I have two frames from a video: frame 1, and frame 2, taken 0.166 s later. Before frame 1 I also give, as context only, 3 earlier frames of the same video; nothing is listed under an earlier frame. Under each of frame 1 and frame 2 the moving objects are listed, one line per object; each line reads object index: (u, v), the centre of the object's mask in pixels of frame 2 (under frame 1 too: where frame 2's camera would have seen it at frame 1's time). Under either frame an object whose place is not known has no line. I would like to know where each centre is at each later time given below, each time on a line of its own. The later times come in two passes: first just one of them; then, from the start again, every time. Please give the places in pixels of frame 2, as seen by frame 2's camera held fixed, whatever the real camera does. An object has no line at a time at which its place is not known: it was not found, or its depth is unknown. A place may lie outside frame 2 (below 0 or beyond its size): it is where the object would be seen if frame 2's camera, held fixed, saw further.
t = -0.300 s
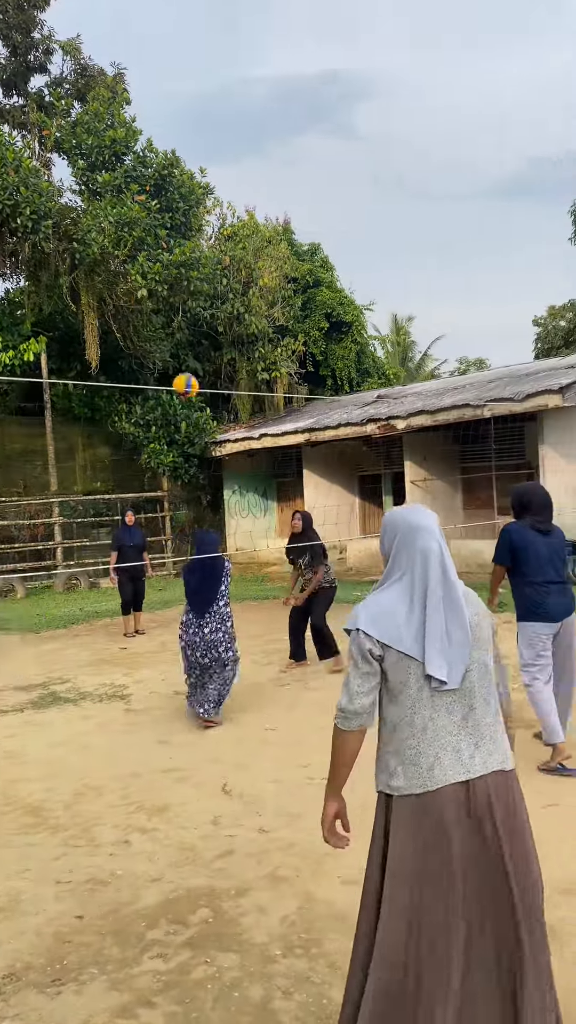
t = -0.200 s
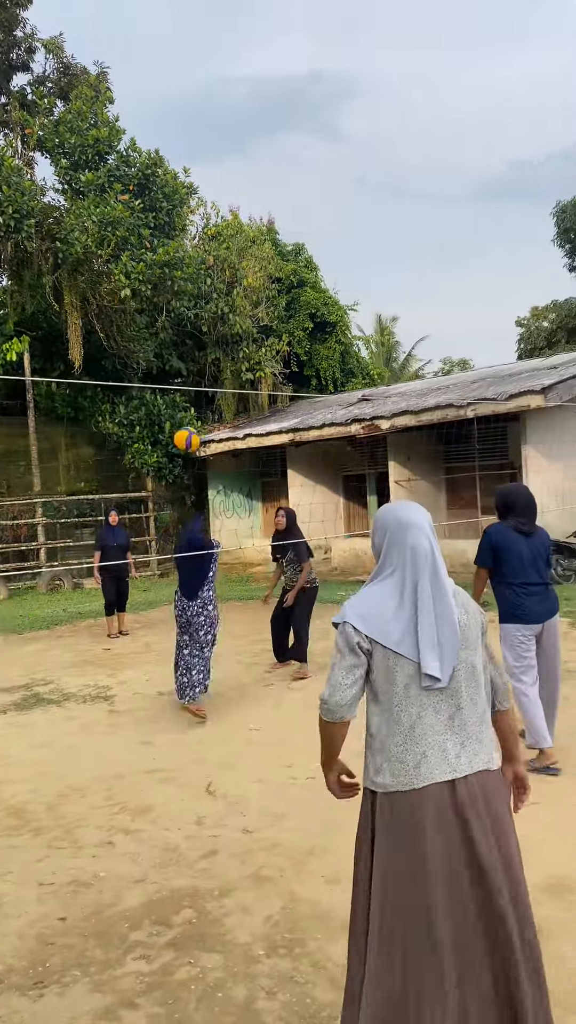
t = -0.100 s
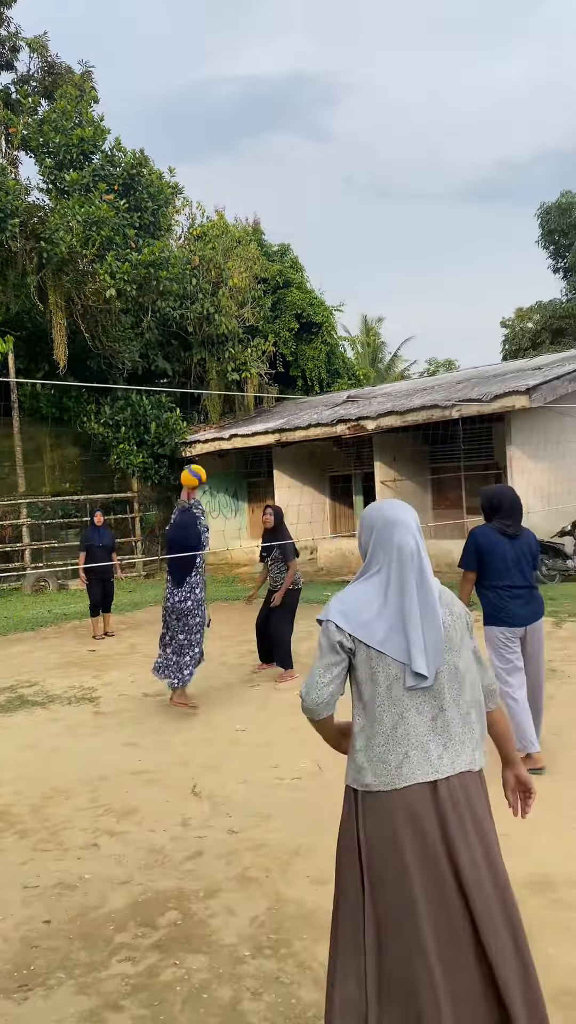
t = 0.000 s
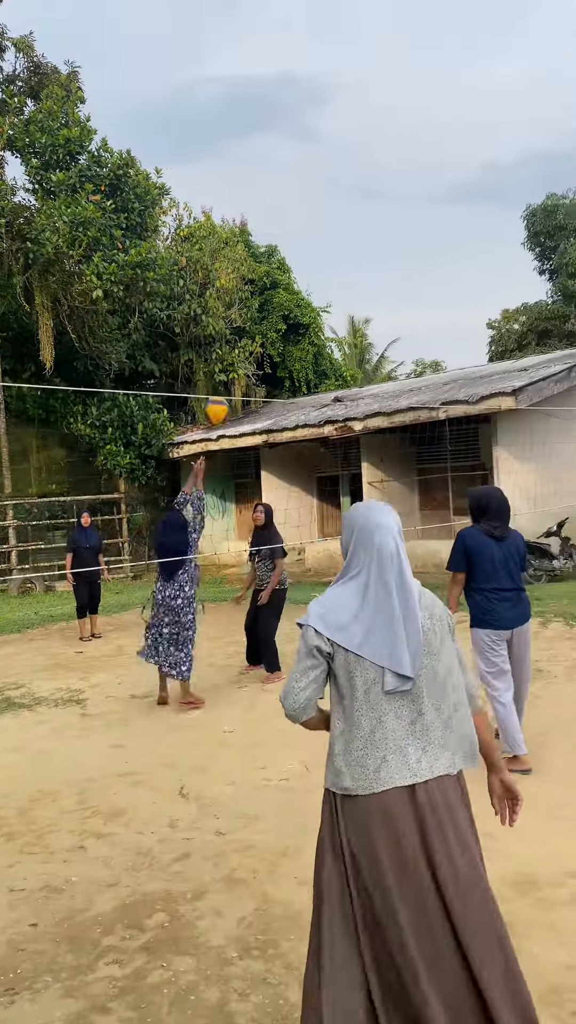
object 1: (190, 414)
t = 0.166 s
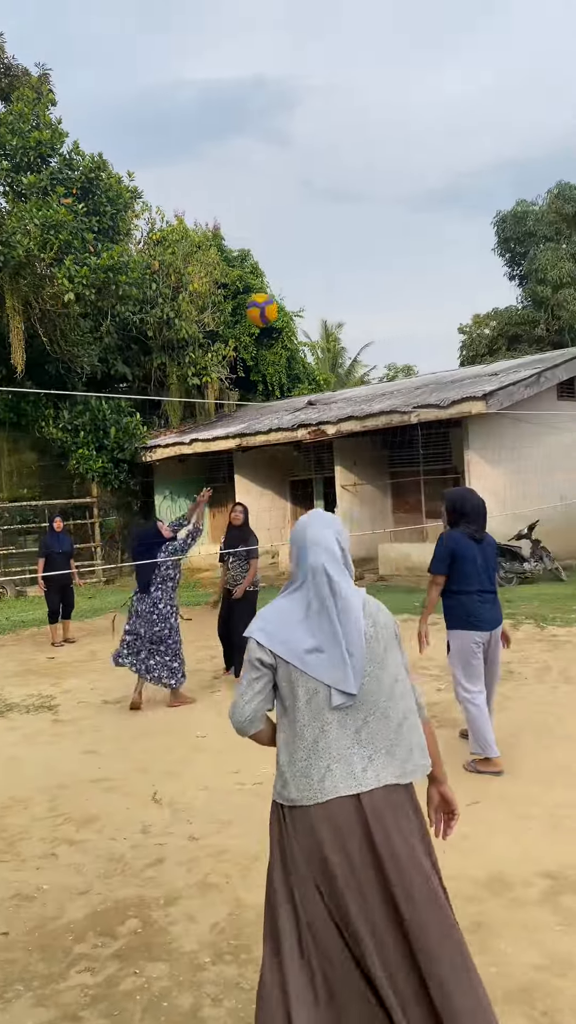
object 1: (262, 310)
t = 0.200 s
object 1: (279, 291)
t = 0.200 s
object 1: (279, 291)
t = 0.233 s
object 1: (297, 272)
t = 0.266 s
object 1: (316, 254)
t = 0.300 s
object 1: (337, 237)
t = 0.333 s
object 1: (359, 221)
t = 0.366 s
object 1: (382, 205)
